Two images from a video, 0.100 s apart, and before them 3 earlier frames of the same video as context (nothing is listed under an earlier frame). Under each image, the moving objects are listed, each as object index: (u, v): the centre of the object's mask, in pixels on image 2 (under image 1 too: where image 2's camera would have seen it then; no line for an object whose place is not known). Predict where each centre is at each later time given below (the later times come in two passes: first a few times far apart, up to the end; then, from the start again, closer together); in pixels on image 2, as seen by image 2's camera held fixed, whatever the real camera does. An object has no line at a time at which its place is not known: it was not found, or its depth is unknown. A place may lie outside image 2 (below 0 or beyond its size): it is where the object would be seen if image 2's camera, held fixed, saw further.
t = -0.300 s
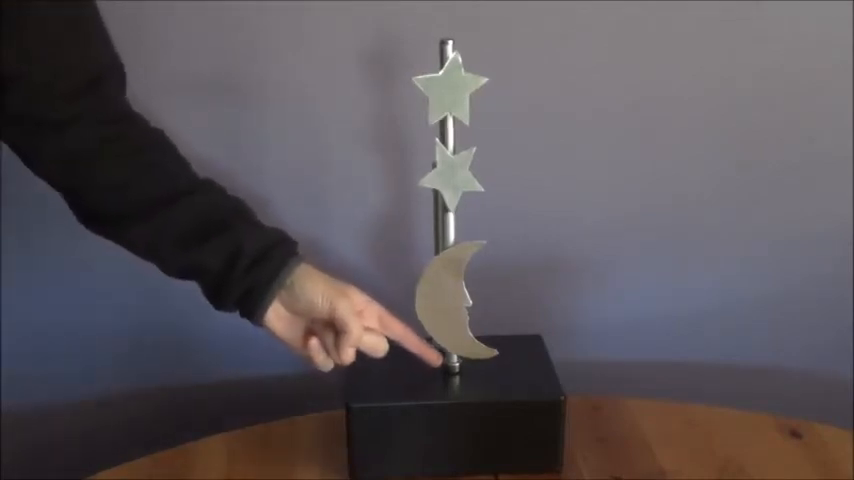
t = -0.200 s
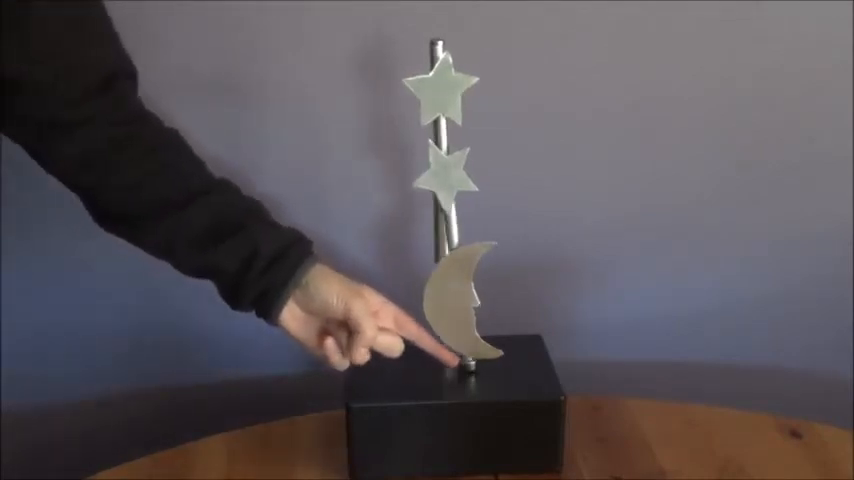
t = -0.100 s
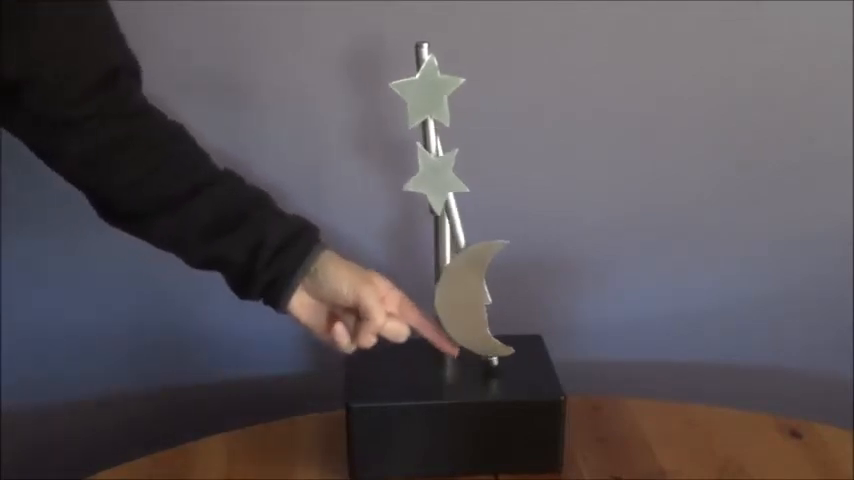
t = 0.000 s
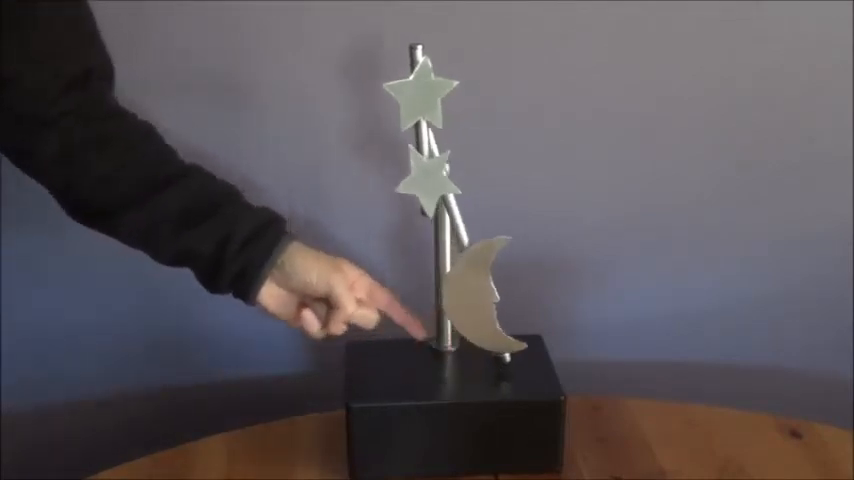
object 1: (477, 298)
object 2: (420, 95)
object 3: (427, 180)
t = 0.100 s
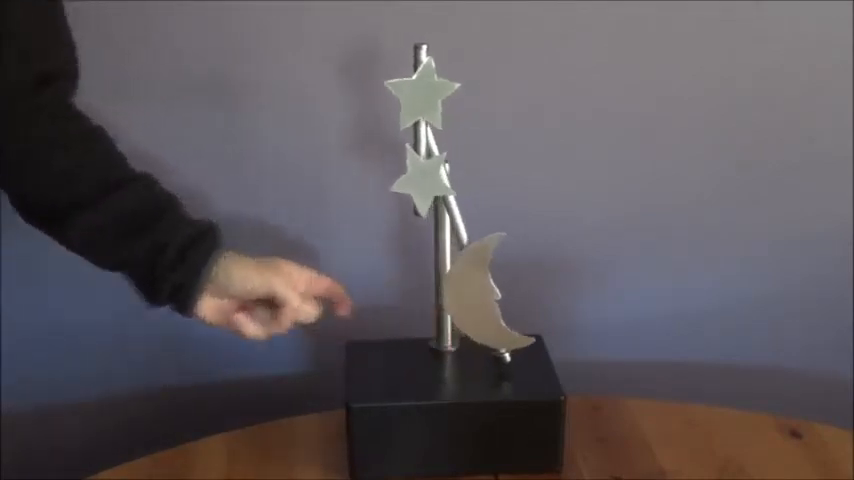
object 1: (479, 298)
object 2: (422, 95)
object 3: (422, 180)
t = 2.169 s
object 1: (397, 288)
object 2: (502, 104)
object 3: (504, 188)
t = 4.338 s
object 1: (507, 284)
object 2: (396, 107)
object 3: (395, 193)
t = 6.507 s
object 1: (380, 277)
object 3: (520, 197)
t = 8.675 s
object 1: (508, 287)
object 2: (398, 105)
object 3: (397, 191)
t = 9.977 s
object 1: (437, 301)
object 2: (466, 89)
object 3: (464, 175)
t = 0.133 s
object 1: (478, 298)
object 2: (424, 94)
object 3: (422, 180)
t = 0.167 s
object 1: (476, 299)
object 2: (427, 94)
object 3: (422, 179)
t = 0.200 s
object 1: (474, 300)
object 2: (430, 93)
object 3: (423, 178)
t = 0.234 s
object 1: (470, 300)
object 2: (434, 92)
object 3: (425, 177)
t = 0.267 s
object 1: (466, 301)
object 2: (439, 92)
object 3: (427, 176)
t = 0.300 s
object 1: (461, 302)
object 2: (443, 91)
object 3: (431, 176)
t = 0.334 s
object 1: (456, 302)
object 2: (448, 91)
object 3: (435, 175)
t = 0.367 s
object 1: (450, 303)
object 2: (452, 90)
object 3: (439, 175)
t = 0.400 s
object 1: (445, 303)
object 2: (457, 90)
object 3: (445, 175)
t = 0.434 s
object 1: (439, 303)
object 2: (462, 90)
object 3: (451, 175)
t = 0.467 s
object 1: (434, 302)
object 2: (467, 90)
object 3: (458, 175)
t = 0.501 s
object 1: (428, 302)
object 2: (472, 92)
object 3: (465, 177)
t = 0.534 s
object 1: (422, 301)
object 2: (476, 92)
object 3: (472, 177)
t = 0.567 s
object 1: (418, 300)
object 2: (479, 94)
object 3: (479, 178)
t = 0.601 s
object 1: (415, 299)
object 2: (482, 95)
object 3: (485, 179)
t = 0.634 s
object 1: (412, 298)
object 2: (484, 96)
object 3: (491, 181)
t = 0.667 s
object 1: (410, 297)
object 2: (486, 97)
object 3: (496, 181)
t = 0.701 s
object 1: (408, 296)
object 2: (486, 98)
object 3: (496, 179)
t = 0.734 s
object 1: (408, 295)
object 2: (487, 99)
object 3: (498, 179)
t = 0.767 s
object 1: (408, 295)
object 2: (487, 99)
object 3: (499, 180)
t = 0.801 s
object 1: (408, 295)
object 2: (486, 99)
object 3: (499, 179)
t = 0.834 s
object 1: (410, 296)
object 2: (485, 99)
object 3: (504, 180)
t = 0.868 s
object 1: (411, 296)
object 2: (484, 98)
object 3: (502, 180)
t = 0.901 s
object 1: (414, 297)
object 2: (482, 96)
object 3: (499, 179)
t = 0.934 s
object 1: (417, 298)
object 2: (479, 95)
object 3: (494, 178)
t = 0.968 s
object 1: (420, 300)
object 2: (477, 94)
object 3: (489, 178)
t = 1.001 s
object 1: (424, 301)
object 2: (473, 92)
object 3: (483, 177)
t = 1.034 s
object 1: (429, 301)
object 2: (469, 91)
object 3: (475, 176)
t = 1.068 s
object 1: (434, 302)
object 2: (465, 90)
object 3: (468, 176)
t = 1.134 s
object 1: (444, 302)
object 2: (456, 89)
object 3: (452, 175)
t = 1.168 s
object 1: (450, 302)
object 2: (451, 90)
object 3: (444, 175)
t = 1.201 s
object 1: (456, 302)
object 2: (446, 90)
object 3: (437, 175)
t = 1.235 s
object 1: (463, 301)
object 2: (441, 91)
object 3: (429, 176)
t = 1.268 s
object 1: (469, 300)
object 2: (435, 92)
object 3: (422, 177)
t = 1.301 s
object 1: (475, 298)
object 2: (429, 94)
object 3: (417, 179)
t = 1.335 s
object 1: (480, 297)
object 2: (424, 95)
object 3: (413, 180)
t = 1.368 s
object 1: (485, 296)
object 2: (420, 96)
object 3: (409, 182)
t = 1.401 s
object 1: (488, 295)
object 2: (417, 97)
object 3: (407, 183)
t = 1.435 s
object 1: (491, 293)
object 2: (414, 98)
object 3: (406, 184)
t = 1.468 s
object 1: (492, 293)
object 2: (412, 99)
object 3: (406, 185)
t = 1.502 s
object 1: (492, 293)
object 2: (411, 99)
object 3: (407, 185)
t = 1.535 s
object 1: (492, 293)
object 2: (411, 99)
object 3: (409, 185)
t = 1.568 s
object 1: (491, 294)
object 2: (412, 98)
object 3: (412, 184)
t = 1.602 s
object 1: (487, 294)
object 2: (414, 97)
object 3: (415, 183)
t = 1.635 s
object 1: (484, 296)
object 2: (417, 96)
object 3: (420, 182)
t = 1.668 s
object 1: (480, 298)
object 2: (420, 95)
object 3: (424, 180)
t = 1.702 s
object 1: (474, 299)
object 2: (426, 93)
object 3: (430, 178)
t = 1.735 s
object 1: (467, 300)
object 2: (431, 92)
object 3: (435, 177)
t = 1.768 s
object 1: (460, 301)
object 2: (438, 91)
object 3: (441, 175)
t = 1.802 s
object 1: (453, 302)
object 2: (445, 89)
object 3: (447, 175)
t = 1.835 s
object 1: (445, 302)
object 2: (451, 90)
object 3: (453, 174)
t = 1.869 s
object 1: (438, 302)
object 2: (459, 90)
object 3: (460, 175)
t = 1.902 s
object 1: (431, 302)
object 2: (467, 90)
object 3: (466, 175)
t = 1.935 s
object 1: (424, 300)
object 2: (475, 92)
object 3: (473, 177)
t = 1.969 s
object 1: (417, 299)
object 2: (481, 93)
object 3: (478, 178)
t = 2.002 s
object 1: (412, 297)
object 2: (487, 96)
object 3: (484, 180)
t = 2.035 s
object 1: (407, 295)
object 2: (492, 98)
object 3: (489, 182)
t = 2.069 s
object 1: (403, 293)
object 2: (496, 100)
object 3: (492, 183)
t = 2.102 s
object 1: (400, 291)
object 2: (499, 101)
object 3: (495, 184)
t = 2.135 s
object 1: (398, 290)
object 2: (501, 103)
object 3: (501, 187)
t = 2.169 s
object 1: (397, 288)
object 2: (502, 104)
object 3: (504, 188)
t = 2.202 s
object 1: (397, 288)
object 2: (502, 104)
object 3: (506, 188)
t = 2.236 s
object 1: (396, 289)
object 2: (501, 104)
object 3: (507, 188)
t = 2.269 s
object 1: (397, 290)
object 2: (500, 104)
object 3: (507, 187)
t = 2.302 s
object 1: (399, 291)
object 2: (498, 102)
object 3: (506, 186)
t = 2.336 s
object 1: (402, 293)
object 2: (494, 101)
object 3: (505, 184)
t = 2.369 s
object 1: (405, 295)
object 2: (490, 99)
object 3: (502, 183)
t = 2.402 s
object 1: (410, 297)
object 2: (485, 97)
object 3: (498, 180)
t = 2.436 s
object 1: (415, 299)
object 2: (480, 95)
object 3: (493, 179)
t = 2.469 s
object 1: (421, 300)
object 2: (474, 93)
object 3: (487, 177)
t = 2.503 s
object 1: (428, 301)
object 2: (468, 92)
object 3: (480, 176)
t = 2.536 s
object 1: (436, 302)
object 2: (461, 90)
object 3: (472, 174)
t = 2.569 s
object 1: (443, 303)
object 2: (454, 90)
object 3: (464, 174)
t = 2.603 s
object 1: (451, 302)
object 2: (447, 90)
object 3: (455, 174)
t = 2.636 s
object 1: (459, 301)
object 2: (440, 90)
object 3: (446, 175)
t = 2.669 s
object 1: (468, 300)
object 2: (433, 92)
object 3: (436, 177)
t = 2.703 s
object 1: (475, 298)
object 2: (426, 93)
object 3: (427, 178)
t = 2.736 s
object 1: (483, 297)
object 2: (421, 95)
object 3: (418, 181)
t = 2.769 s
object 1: (488, 295)
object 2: (415, 97)
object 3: (411, 183)
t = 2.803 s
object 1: (493, 293)
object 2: (411, 100)
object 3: (404, 185)
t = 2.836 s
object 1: (497, 290)
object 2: (409, 101)
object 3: (399, 186)
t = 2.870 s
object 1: (500, 289)
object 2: (407, 103)
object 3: (394, 188)
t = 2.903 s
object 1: (501, 288)
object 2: (406, 104)
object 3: (392, 189)
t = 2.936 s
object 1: (502, 288)
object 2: (406, 104)
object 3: (391, 189)
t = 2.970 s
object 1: (501, 288)
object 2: (406, 104)
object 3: (391, 188)
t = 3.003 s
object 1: (499, 289)
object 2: (407, 103)
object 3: (392, 188)
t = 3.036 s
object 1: (497, 290)
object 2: (409, 102)
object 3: (395, 186)
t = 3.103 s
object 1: (488, 295)
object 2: (416, 98)
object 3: (405, 183)
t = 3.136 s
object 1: (482, 297)
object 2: (420, 96)
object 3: (412, 181)
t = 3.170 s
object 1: (475, 299)
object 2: (426, 94)
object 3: (420, 179)
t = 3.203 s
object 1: (468, 300)
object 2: (432, 92)
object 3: (430, 177)
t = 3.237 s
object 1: (460, 302)
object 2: (439, 91)
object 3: (440, 176)
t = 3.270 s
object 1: (451, 303)
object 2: (447, 90)
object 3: (449, 175)
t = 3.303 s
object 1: (442, 303)
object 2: (454, 90)
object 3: (459, 175)
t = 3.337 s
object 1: (434, 302)
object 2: (462, 91)
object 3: (470, 175)
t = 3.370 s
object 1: (426, 301)
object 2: (470, 92)
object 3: (479, 176)
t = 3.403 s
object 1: (418, 299)
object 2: (478, 94)
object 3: (488, 178)
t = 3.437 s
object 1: (411, 297)
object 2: (485, 97)
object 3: (496, 180)
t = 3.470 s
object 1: (405, 294)
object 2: (491, 100)
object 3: (503, 183)
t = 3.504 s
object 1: (400, 291)
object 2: (496, 102)
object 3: (508, 185)
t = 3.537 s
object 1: (396, 287)
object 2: (501, 104)
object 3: (513, 187)
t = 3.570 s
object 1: (392, 284)
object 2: (504, 106)
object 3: (516, 189)
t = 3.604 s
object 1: (390, 283)
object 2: (507, 108)
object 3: (518, 191)
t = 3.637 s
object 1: (388, 282)
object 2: (508, 109)
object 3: (518, 192)
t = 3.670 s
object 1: (387, 282)
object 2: (509, 109)
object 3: (518, 192)
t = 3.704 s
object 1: (388, 282)
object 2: (509, 109)
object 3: (516, 192)
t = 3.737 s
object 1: (388, 284)
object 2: (508, 108)
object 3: (513, 191)
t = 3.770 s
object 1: (391, 286)
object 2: (506, 106)
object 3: (510, 189)
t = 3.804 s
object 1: (394, 288)
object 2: (503, 103)
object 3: (506, 187)
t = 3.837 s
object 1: (399, 291)
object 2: (500, 101)
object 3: (500, 185)
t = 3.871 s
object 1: (405, 294)
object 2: (494, 98)
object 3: (495, 182)
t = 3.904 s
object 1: (412, 297)
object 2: (489, 95)
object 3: (488, 179)
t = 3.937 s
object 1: (420, 299)
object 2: (481, 92)
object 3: (480, 177)
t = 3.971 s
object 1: (428, 301)
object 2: (473, 90)
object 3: (472, 175)
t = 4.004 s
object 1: (438, 301)
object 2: (464, 89)
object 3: (464, 174)
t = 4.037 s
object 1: (447, 302)
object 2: (455, 88)
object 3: (456, 173)
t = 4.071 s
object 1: (456, 301)
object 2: (446, 89)
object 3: (447, 174)
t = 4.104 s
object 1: (466, 301)
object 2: (437, 90)
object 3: (439, 175)
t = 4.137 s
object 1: (475, 298)
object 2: (427, 92)
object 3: (430, 177)
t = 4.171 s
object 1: (484, 295)
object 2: (419, 95)
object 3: (421, 180)
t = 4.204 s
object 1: (490, 292)
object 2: (412, 97)
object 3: (415, 183)
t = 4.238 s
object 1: (497, 290)
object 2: (406, 100)
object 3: (409, 186)
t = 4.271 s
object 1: (502, 288)
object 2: (401, 103)
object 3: (404, 189)
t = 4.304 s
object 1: (506, 286)
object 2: (398, 105)
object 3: (399, 191)
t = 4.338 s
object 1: (507, 284)
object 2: (396, 107)
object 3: (395, 193)
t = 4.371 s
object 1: (509, 282)
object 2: (395, 108)
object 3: (392, 194)
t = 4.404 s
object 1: (509, 282)
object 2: (395, 109)
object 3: (390, 194)
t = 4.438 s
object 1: (508, 282)
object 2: (396, 108)
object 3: (390, 193)
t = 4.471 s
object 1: (506, 283)
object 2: (399, 107)
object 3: (390, 192)
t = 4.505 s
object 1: (503, 285)
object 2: (402, 105)
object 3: (392, 190)
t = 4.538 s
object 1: (498, 287)
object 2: (405, 102)
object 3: (395, 187)
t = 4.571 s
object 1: (493, 291)
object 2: (411, 100)
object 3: (400, 185)
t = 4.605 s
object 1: (487, 295)
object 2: (417, 97)
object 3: (406, 182)
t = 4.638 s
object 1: (480, 297)
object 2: (425, 94)
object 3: (413, 179)
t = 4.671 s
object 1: (471, 299)
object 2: (432, 92)
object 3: (422, 176)
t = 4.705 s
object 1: (462, 300)
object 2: (441, 90)
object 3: (431, 175)
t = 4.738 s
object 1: (452, 302)
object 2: (450, 89)
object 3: (441, 174)
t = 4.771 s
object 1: (442, 302)
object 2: (459, 89)
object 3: (452, 174)
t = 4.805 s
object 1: (433, 301)
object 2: (469, 89)
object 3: (463, 174)
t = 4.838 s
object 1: (423, 299)
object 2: (478, 91)
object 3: (475, 176)
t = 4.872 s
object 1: (414, 296)
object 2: (486, 94)
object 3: (485, 178)
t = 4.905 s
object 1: (406, 293)
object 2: (493, 97)
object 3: (495, 182)
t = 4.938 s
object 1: (399, 290)
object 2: (498, 101)
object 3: (504, 185)
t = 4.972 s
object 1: (393, 286)
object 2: (503, 104)
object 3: (512, 188)
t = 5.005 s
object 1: (389, 283)
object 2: (507, 108)
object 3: (519, 191)
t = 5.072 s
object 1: (383, 278)
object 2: (511, 113)
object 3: (528, 195)
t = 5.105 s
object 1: (381, 277)
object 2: (512, 115)
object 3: (530, 195)
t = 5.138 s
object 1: (381, 277)
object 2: (512, 115)
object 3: (531, 196)
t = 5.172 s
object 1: (381, 277)
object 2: (511, 114)
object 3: (530, 195)
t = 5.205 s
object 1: (383, 279)
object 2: (510, 113)
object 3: (528, 194)
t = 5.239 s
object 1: (386, 281)
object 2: (508, 110)
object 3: (524, 192)
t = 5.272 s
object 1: (390, 285)
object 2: (505, 108)
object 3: (519, 190)
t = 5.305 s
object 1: (395, 288)
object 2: (501, 104)
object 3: (512, 187)
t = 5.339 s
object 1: (402, 292)
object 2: (496, 100)
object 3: (505, 184)
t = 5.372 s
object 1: (409, 295)
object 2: (491, 97)
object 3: (496, 181)
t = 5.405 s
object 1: (417, 298)
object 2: (484, 94)
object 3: (486, 178)
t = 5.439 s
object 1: (426, 301)
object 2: (476, 91)
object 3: (475, 176)
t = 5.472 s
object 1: (436, 302)
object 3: (464, 174)
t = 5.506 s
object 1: (446, 301)
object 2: (458, 88)
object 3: (452, 173)
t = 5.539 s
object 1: (456, 300)
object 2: (449, 88)
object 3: (441, 174)
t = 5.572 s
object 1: (467, 299)
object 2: (439, 90)
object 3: (430, 175)
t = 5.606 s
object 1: (476, 297)
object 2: (428, 92)
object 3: (419, 177)
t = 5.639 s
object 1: (486, 296)
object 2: (420, 95)
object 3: (410, 181)
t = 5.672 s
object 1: (494, 292)
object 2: (412, 99)
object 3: (402, 184)
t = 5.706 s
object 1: (501, 290)
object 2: (405, 102)
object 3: (396, 188)
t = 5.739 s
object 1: (506, 284)
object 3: (391, 191)
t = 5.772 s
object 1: (511, 282)
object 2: (395, 109)
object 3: (387, 194)
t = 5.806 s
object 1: (514, 280)
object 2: (392, 111)
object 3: (385, 196)
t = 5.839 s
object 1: (515, 278)
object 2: (390, 112)
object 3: (384, 198)
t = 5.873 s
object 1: (515, 278)
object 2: (389, 113)
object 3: (384, 199)
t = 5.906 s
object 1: (515, 278)
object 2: (389, 113)
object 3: (385, 198)
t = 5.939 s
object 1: (513, 279)
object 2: (390, 112)
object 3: (388, 197)
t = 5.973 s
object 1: (511, 280)
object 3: (391, 195)
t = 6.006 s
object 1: (506, 283)
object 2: (396, 107)
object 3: (396, 192)
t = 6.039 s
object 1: (500, 287)
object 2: (400, 103)
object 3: (401, 189)
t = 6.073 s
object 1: (493, 290)
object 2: (406, 100)
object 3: (407, 186)
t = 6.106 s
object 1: (487, 295)
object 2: (413, 97)
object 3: (415, 182)
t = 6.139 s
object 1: (478, 298)
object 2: (423, 94)
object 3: (423, 178)
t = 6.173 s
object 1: (467, 301)
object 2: (432, 91)
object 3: (433, 176)
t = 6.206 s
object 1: (456, 302)
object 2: (443, 89)
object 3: (442, 174)
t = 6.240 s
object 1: (446, 301)
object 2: (455, 88)
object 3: (452, 173)
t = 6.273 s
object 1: (435, 302)
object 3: (463, 174)
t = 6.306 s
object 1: (424, 299)
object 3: (474, 176)
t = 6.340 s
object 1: (413, 296)
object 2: (487, 94)
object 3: (483, 179)
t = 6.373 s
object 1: (404, 292)
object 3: (492, 182)
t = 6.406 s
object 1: (396, 289)
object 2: (503, 102)
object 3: (497, 185)
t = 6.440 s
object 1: (390, 284)
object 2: (509, 106)
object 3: (503, 187)
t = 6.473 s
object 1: (384, 280)
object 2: (514, 110)
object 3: (514, 194)
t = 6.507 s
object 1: (380, 277)
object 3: (520, 197)
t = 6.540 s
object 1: (376, 275)
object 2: (519, 117)
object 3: (525, 200)
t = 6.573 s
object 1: (375, 273)
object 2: (520, 119)
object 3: (528, 202)
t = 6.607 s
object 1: (374, 272)
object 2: (520, 120)
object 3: (530, 202)
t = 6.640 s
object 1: (375, 272)
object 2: (519, 119)
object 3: (532, 202)
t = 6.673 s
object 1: (376, 274)
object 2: (518, 119)
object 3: (532, 200)
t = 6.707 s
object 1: (378, 276)
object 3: (530, 198)
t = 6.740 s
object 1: (382, 280)
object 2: (512, 113)
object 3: (527, 195)
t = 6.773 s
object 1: (387, 283)
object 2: (508, 110)
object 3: (522, 191)
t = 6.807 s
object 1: (394, 287)
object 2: (502, 105)
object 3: (516, 187)
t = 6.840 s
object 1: (401, 291)
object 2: (496, 101)
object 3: (509, 184)
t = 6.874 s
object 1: (410, 295)
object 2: (489, 97)
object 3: (500, 180)
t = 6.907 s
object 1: (419, 298)
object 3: (490, 176)
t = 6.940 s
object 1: (429, 301)
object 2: (471, 90)
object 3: (478, 174)
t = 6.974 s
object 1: (440, 301)
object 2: (460, 89)
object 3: (466, 173)
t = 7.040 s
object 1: (463, 300)
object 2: (440, 89)
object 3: (441, 174)
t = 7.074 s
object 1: (474, 297)
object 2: (429, 91)
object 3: (428, 176)
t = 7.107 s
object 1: (484, 294)
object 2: (419, 95)
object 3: (416, 180)
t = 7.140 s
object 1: (494, 291)
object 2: (411, 98)
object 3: (406, 184)
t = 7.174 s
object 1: (503, 289)
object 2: (404, 103)
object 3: (396, 188)
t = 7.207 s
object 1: (507, 283)
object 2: (398, 107)
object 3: (388, 192)
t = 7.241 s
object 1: (513, 278)
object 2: (394, 111)
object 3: (382, 196)
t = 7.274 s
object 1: (517, 276)
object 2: (391, 114)
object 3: (377, 199)
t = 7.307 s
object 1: (520, 273)
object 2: (389, 117)
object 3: (374, 201)
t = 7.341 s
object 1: (521, 272)
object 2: (388, 118)
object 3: (372, 202)
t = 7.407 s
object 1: (520, 272)
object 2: (387, 118)
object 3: (374, 202)
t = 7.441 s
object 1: (518, 274)
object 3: (377, 200)
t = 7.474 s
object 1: (514, 276)
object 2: (391, 113)
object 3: (382, 198)
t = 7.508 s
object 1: (509, 281)
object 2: (395, 110)
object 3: (388, 194)
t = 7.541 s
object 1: (503, 285)
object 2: (399, 105)
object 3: (395, 191)
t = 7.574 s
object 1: (495, 289)
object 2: (405, 101)
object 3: (403, 187)
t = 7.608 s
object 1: (487, 294)
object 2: (413, 97)
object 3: (413, 183)
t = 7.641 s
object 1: (477, 297)
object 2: (422, 94)
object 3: (423, 179)
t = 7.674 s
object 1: (466, 301)
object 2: (433, 91)
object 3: (435, 176)
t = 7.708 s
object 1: (454, 302)
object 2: (444, 89)
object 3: (447, 174)
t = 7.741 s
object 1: (443, 301)
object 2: (455, 89)
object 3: (458, 173)
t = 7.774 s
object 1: (430, 302)
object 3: (470, 174)
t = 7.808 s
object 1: (419, 298)
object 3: (482, 176)
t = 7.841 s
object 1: (408, 295)
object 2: (490, 96)
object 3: (492, 180)
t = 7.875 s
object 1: (400, 291)
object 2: (499, 101)
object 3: (498, 183)
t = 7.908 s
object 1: (392, 285)
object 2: (506, 105)
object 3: (509, 189)
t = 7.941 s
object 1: (385, 282)
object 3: (516, 194)
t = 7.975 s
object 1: (380, 277)
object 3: (522, 198)
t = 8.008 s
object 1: (376, 273)
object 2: (520, 119)
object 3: (527, 202)
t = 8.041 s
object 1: (372, 270)
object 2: (523, 122)
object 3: (530, 205)
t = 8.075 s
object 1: (371, 268)
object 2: (524, 124)
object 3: (532, 206)
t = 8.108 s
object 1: (370, 268)
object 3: (533, 207)
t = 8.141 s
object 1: (370, 268)
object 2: (524, 124)
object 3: (533, 207)
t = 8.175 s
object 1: (372, 270)
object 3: (532, 204)
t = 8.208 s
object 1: (374, 272)
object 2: (521, 120)
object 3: (530, 203)
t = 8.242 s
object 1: (378, 277)
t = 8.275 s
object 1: (383, 281)
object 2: (513, 112)
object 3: (522, 195)
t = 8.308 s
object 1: (390, 285)
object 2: (507, 107)
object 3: (515, 190)
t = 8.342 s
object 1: (398, 289)
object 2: (500, 102)
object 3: (508, 185)
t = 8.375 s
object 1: (407, 294)
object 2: (492, 97)
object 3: (499, 181)
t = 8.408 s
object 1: (417, 298)
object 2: (483, 93)
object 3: (490, 177)
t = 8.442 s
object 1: (428, 301)
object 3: (478, 174)
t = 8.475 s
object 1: (441, 301)
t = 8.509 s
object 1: (453, 301)
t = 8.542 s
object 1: (465, 300)
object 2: (437, 89)
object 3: (441, 174)
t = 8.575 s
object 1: (477, 297)
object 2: (425, 92)
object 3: (428, 177)
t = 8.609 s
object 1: (488, 296)
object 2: (414, 96)
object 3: (417, 182)
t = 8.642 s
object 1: (496, 290)
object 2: (405, 100)
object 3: (406, 186)
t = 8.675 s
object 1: (508, 287)
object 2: (398, 105)
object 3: (397, 191)
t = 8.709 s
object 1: (512, 283)
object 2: (392, 111)
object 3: (389, 196)
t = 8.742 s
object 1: (517, 276)
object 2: (388, 115)
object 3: (382, 200)
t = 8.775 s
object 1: (522, 272)
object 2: (385, 118)
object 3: (376, 203)
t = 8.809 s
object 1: (525, 269)
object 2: (383, 121)
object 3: (372, 206)
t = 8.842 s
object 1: (526, 268)
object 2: (383, 123)
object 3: (370, 207)
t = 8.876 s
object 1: (526, 267)
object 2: (382, 123)
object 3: (369, 207)
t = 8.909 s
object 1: (525, 268)
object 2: (383, 123)
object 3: (369, 207)
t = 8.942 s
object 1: (522, 270)
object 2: (385, 120)
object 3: (371, 204)
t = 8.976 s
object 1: (518, 274)
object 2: (387, 117)
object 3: (375, 202)
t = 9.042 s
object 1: (507, 281)
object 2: (396, 109)
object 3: (387, 193)
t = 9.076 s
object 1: (498, 287)
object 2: (402, 103)
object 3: (395, 189)
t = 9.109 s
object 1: (489, 293)
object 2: (410, 99)
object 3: (405, 185)
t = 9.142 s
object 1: (479, 297)
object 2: (420, 95)
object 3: (416, 181)
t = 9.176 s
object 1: (467, 302)
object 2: (430, 92)
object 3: (429, 177)
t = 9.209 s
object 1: (455, 304)
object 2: (443, 90)
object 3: (442, 174)
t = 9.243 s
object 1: (443, 302)
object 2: (455, 89)
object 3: (455, 173)
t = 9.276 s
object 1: (430, 302)
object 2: (466, 90)
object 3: (469, 175)
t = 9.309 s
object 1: (418, 299)
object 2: (479, 93)
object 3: (482, 177)
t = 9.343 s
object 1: (407, 295)
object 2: (489, 97)
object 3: (494, 181)
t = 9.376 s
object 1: (398, 290)
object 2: (498, 102)
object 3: (505, 186)
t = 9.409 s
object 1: (389, 284)
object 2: (507, 107)
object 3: (516, 191)
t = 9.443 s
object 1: (382, 279)
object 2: (512, 113)
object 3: (523, 196)
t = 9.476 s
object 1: (376, 274)
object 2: (517, 119)
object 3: (530, 201)
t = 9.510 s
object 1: (372, 270)
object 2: (520, 123)
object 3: (534, 205)
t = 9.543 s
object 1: (369, 267)
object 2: (523, 127)
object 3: (538, 208)
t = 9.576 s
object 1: (367, 264)
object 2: (524, 129)
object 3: (540, 210)
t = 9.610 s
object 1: (366, 263)
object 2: (525, 130)
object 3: (540, 211)
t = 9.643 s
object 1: (366, 263)
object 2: (526, 130)
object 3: (540, 211)
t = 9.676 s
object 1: (367, 265)
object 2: (525, 128)
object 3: (538, 210)
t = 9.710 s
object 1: (369, 268)
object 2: (524, 126)
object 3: (534, 207)
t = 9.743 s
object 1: (373, 272)
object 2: (521, 122)
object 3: (529, 204)
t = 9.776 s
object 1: (377, 277)
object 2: (518, 117)
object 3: (524, 200)
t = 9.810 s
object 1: (384, 283)
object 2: (513, 112)
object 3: (516, 195)
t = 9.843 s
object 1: (392, 287)
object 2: (507, 106)
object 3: (508, 190)
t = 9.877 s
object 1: (402, 293)
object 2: (499, 101)
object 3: (498, 184)
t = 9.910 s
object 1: (412, 297)
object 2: (489, 96)
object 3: (488, 180)
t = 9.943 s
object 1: (423, 301)
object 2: (478, 91)
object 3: (477, 177)
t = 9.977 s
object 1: (437, 301)
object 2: (466, 89)
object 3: (464, 175)
